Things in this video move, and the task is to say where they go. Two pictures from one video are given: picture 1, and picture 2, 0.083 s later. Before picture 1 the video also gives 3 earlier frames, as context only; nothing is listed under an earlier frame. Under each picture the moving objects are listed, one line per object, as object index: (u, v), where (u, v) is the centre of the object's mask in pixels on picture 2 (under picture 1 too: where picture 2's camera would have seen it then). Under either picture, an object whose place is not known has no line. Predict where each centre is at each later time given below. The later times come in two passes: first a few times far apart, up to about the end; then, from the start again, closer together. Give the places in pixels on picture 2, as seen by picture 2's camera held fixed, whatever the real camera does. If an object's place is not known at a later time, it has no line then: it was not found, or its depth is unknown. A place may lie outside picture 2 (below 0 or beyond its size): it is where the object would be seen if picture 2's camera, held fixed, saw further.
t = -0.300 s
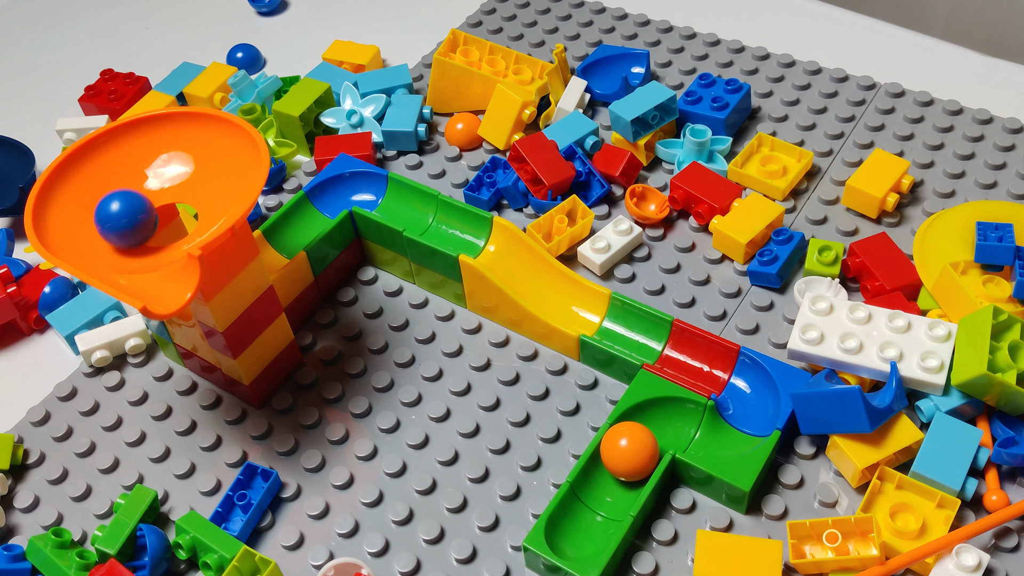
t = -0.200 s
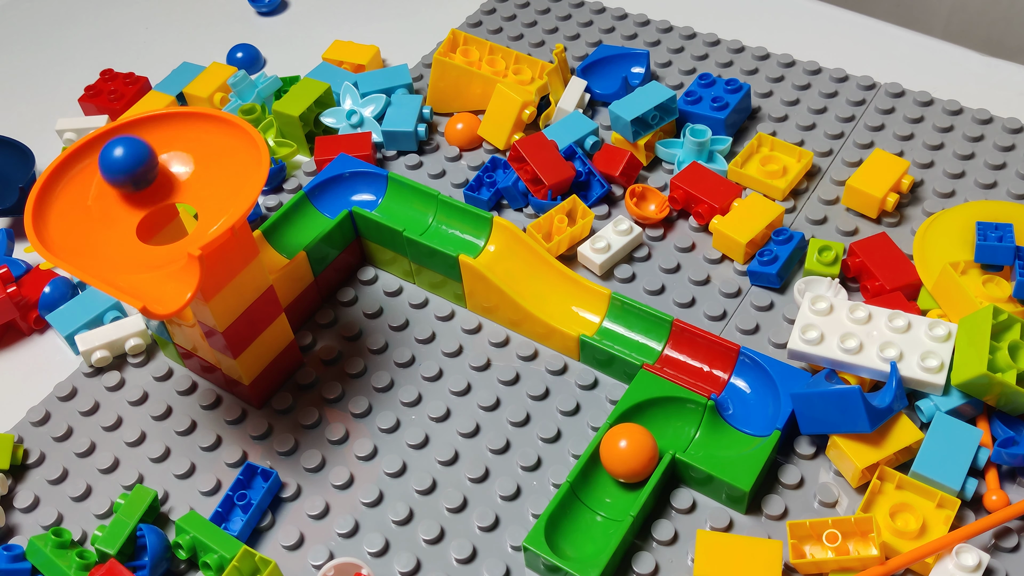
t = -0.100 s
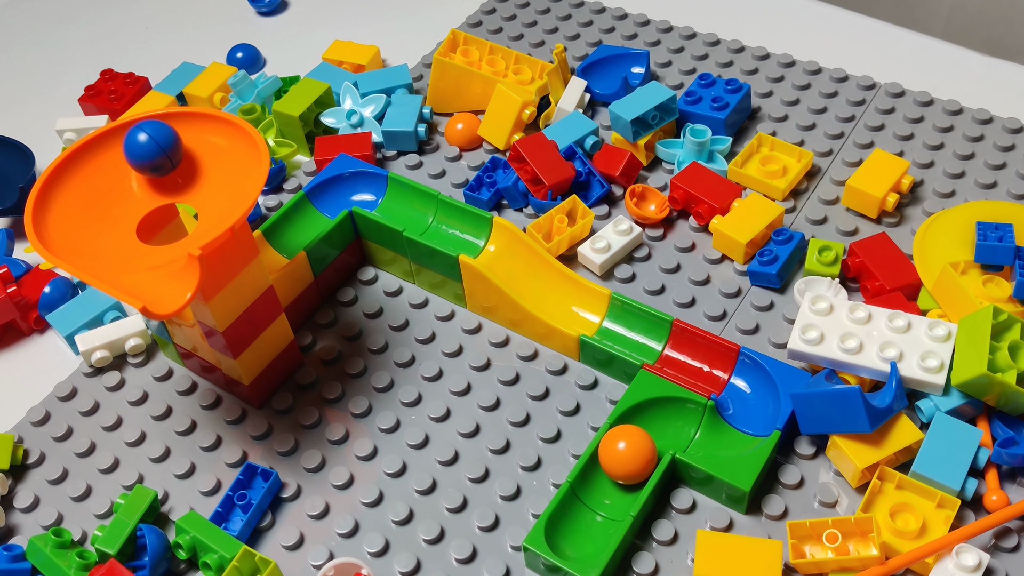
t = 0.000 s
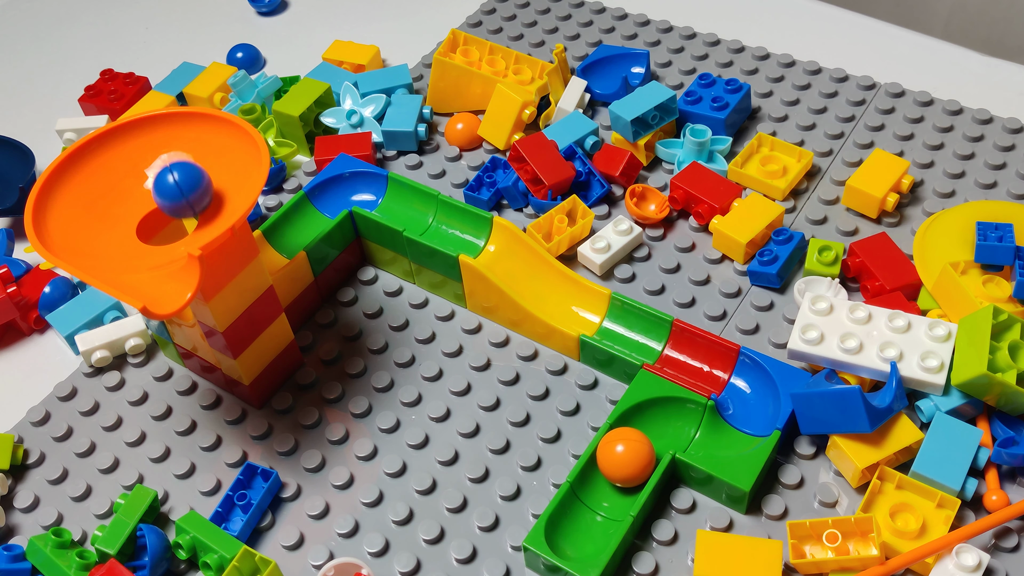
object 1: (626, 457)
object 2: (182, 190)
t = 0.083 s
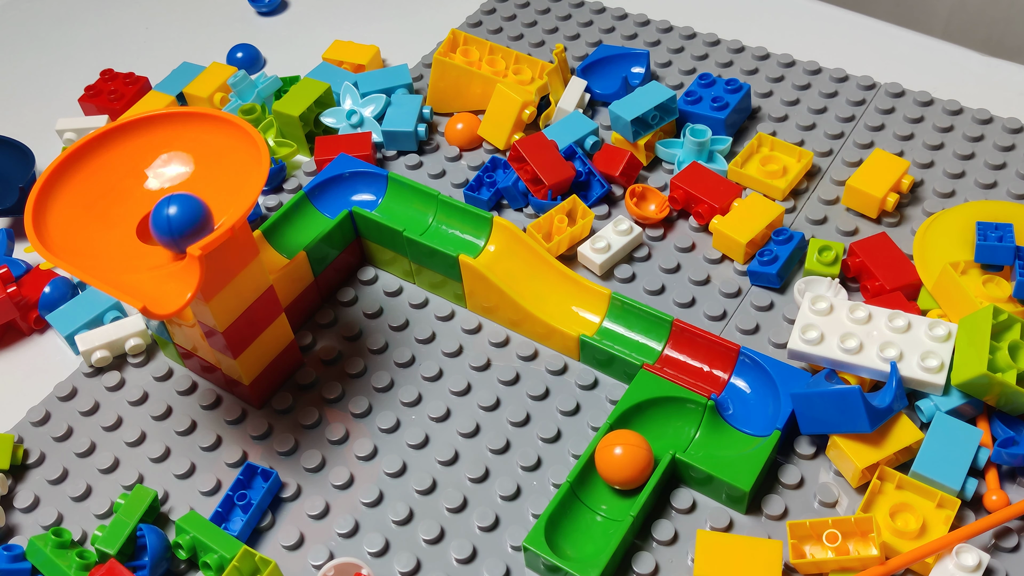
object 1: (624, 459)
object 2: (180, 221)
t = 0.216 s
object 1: (622, 463)
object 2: (144, 235)
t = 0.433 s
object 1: (624, 460)
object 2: (129, 158)
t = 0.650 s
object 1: (622, 463)
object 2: (193, 211)
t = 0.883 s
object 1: (624, 461)
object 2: (127, 209)
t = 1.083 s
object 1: (623, 462)
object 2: (145, 171)
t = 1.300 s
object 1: (622, 463)
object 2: (187, 217)
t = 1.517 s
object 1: (623, 462)
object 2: (133, 195)
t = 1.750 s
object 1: (623, 461)
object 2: (170, 186)
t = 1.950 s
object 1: (623, 462)
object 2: (127, 231)
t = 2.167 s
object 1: (623, 462)
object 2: (162, 192)
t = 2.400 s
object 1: (623, 462)
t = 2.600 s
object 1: (623, 462)
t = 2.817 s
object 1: (623, 462)
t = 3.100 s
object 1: (623, 462)
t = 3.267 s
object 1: (623, 462)
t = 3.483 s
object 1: (623, 462)
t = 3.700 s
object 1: (623, 462)
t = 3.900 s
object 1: (623, 462)
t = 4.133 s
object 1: (613, 478)
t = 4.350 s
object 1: (597, 502)
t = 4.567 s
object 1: (587, 517)
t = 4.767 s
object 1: (583, 524)
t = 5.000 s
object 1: (583, 524)
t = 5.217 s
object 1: (586, 520)
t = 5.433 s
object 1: (590, 513)
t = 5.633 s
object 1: (595, 505)
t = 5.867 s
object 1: (603, 493)
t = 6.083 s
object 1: (610, 483)
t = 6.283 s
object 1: (612, 479)
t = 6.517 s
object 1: (610, 482)
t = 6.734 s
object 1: (607, 487)
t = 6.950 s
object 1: (602, 494)
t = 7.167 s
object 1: (602, 494)
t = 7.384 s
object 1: (602, 495)
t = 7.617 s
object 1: (602, 495)
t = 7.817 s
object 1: (601, 496)
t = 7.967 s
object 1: (601, 496)
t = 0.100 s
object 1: (624, 460)
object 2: (177, 225)
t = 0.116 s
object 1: (624, 460)
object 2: (173, 228)
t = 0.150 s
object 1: (623, 461)
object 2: (164, 233)
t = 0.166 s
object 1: (623, 462)
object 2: (159, 235)
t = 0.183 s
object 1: (623, 462)
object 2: (154, 236)
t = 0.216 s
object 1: (622, 463)
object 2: (144, 235)
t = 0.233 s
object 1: (622, 463)
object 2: (140, 232)
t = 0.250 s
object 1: (622, 463)
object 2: (136, 228)
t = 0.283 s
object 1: (622, 463)
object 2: (129, 216)
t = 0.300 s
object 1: (622, 463)
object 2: (126, 209)
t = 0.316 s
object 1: (622, 463)
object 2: (123, 202)
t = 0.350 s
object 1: (623, 462)
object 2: (120, 186)
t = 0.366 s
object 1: (623, 461)
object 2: (119, 178)
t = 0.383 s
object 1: (624, 461)
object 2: (120, 171)
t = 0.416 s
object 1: (624, 461)
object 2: (125, 161)
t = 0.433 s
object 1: (624, 460)
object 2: (129, 158)
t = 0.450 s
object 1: (624, 460)
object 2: (134, 157)
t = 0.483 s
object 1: (624, 460)
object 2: (146, 160)
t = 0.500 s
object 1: (624, 461)
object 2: (153, 163)
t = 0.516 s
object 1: (624, 461)
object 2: (160, 168)
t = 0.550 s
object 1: (623, 461)
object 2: (172, 179)
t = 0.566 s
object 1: (623, 462)
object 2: (177, 185)
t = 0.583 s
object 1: (623, 462)
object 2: (182, 191)
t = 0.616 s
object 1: (622, 463)
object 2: (190, 203)
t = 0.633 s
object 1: (622, 463)
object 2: (192, 208)
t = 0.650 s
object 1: (622, 463)
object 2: (193, 211)
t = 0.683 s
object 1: (622, 463)
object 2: (190, 216)
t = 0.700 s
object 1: (622, 463)
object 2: (187, 218)
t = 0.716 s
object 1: (622, 463)
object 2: (184, 220)
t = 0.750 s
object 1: (623, 462)
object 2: (175, 226)
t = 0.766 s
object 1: (623, 462)
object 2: (170, 228)
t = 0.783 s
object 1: (623, 461)
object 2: (165, 228)
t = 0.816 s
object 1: (624, 461)
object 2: (151, 226)
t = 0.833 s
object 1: (624, 461)
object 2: (144, 223)
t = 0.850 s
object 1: (624, 461)
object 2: (138, 219)
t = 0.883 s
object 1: (624, 461)
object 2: (127, 209)
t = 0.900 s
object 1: (623, 461)
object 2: (123, 204)
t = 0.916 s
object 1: (623, 462)
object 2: (119, 197)
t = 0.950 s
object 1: (623, 462)
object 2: (115, 185)
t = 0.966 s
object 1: (622, 463)
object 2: (114, 179)
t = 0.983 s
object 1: (622, 463)
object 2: (115, 174)
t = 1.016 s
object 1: (622, 463)
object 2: (121, 168)
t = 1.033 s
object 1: (622, 463)
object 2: (125, 167)
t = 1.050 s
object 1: (622, 462)
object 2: (131, 167)
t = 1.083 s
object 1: (623, 462)
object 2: (145, 171)
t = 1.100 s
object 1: (623, 462)
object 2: (152, 173)
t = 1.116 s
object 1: (623, 461)
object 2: (159, 177)
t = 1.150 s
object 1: (624, 461)
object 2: (172, 184)
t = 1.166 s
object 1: (624, 461)
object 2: (178, 189)
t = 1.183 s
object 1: (624, 461)
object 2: (183, 194)
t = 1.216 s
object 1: (623, 461)
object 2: (190, 203)
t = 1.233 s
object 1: (623, 462)
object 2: (192, 207)
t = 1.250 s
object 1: (623, 462)
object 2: (193, 210)
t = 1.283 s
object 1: (623, 462)
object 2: (190, 215)
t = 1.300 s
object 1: (622, 463)
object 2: (187, 217)
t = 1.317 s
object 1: (622, 463)
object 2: (184, 219)
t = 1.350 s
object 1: (623, 462)
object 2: (176, 224)
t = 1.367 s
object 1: (623, 462)
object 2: (171, 225)
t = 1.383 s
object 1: (623, 462)
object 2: (166, 226)
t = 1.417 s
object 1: (623, 462)
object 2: (154, 223)
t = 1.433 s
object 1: (623, 461)
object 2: (148, 220)
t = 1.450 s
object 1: (624, 461)
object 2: (142, 218)
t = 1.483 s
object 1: (624, 461)
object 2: (135, 208)
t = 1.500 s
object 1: (623, 461)
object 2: (133, 201)
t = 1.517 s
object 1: (623, 462)
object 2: (133, 195)
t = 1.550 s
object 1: (623, 462)
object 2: (132, 182)
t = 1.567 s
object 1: (623, 462)
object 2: (133, 177)
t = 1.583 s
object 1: (623, 462)
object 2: (134, 171)
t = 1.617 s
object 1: (623, 462)
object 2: (139, 165)
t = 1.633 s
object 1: (623, 462)
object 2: (142, 163)
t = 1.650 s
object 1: (623, 462)
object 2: (145, 163)
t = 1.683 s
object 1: (623, 462)
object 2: (154, 168)
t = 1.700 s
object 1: (623, 462)
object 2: (158, 172)
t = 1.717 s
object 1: (623, 461)
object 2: (162, 176)
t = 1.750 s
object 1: (623, 461)
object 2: (170, 186)
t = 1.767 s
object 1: (624, 461)
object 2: (173, 193)
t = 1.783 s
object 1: (623, 462)
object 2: (174, 200)
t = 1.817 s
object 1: (623, 462)
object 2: (167, 212)
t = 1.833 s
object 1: (623, 462)
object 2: (161, 217)
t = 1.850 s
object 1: (623, 462)
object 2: (155, 220)
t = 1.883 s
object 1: (623, 462)
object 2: (144, 226)
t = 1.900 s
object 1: (623, 462)
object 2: (139, 229)
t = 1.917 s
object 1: (623, 462)
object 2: (135, 230)
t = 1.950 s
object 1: (623, 462)
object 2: (127, 231)
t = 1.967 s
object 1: (623, 462)
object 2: (125, 231)
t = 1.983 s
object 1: (623, 461)
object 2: (123, 230)
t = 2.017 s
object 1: (624, 461)
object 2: (123, 226)
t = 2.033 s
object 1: (623, 461)
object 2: (124, 223)
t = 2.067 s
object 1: (623, 462)
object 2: (128, 215)
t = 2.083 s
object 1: (623, 462)
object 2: (131, 211)
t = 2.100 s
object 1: (623, 462)
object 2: (134, 207)
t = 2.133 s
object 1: (623, 462)
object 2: (147, 198)
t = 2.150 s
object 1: (623, 462)
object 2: (154, 194)
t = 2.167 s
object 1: (623, 462)
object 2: (162, 192)
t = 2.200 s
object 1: (623, 462)
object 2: (175, 191)
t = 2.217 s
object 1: (623, 462)
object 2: (179, 193)
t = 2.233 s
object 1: (623, 462)
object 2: (183, 194)
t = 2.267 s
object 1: (623, 462)
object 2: (188, 197)
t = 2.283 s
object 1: (623, 462)
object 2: (189, 199)
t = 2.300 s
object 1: (623, 462)
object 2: (190, 201)
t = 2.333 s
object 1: (623, 462)
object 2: (189, 205)
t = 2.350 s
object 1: (623, 462)
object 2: (187, 207)
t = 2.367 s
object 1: (623, 462)
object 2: (185, 210)
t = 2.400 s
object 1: (623, 462)
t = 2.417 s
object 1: (623, 462)
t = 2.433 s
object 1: (623, 462)
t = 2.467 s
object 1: (623, 462)
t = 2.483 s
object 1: (623, 462)
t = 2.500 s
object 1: (623, 462)
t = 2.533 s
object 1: (623, 462)
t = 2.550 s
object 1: (623, 462)
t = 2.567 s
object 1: (623, 462)
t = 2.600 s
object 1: (623, 462)
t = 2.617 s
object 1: (623, 462)
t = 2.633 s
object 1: (623, 462)
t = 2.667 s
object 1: (623, 462)
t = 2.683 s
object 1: (623, 462)
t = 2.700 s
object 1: (623, 462)
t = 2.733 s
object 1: (623, 462)
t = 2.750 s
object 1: (623, 462)
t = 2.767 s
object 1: (623, 462)
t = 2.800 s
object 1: (623, 462)
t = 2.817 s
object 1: (623, 462)
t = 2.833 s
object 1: (623, 462)
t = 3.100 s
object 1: (623, 462)
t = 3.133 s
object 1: (623, 462)
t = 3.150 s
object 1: (623, 462)
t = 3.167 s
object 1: (623, 462)
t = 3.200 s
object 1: (623, 462)
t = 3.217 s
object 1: (623, 462)
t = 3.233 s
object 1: (623, 462)
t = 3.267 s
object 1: (623, 462)
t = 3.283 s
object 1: (623, 462)
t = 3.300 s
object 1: (623, 462)
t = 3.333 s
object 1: (623, 462)
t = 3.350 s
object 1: (623, 462)
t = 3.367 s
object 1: (623, 462)
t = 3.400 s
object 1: (623, 462)
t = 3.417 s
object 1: (623, 462)
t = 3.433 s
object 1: (623, 462)
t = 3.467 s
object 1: (623, 462)
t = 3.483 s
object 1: (623, 462)
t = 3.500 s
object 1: (623, 462)
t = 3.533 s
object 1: (623, 462)
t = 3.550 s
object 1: (623, 462)
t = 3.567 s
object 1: (623, 462)
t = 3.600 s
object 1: (623, 462)
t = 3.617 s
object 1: (623, 462)
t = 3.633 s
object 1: (623, 462)
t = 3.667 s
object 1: (623, 462)
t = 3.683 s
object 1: (623, 462)
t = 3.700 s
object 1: (623, 462)
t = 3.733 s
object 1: (623, 462)
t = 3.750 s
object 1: (623, 462)
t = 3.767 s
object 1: (623, 462)
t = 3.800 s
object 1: (623, 462)
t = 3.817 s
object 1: (623, 462)
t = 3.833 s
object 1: (623, 462)
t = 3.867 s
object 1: (623, 462)
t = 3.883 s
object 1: (623, 462)
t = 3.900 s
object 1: (623, 462)
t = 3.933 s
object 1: (623, 462)
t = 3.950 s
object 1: (623, 462)
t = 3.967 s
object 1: (623, 462)
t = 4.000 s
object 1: (621, 464)
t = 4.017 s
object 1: (620, 465)
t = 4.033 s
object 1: (619, 467)
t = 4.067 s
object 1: (617, 470)
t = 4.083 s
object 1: (616, 472)
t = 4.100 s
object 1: (615, 474)
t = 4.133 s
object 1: (613, 478)
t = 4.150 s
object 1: (612, 479)
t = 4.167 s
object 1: (610, 481)
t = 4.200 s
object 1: (608, 485)
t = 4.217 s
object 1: (607, 487)
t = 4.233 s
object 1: (605, 489)
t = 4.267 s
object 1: (603, 493)
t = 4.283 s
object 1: (602, 495)
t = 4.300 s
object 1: (600, 497)
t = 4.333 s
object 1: (599, 501)
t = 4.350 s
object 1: (597, 502)
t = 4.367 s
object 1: (596, 503)
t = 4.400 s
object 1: (595, 506)
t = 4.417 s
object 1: (594, 507)
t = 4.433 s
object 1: (593, 508)
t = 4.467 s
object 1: (591, 511)
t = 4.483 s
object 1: (591, 512)
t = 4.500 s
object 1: (590, 513)
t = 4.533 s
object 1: (588, 516)
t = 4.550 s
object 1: (588, 517)
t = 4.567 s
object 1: (587, 517)
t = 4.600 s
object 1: (586, 519)
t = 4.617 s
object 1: (586, 520)
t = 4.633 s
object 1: (586, 520)
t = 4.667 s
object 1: (584, 521)
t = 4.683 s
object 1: (584, 522)
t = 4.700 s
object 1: (584, 522)
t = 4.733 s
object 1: (584, 523)
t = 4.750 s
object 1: (583, 523)
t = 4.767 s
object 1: (583, 524)
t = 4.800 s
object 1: (582, 525)
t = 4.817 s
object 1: (582, 525)
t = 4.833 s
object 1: (582, 525)
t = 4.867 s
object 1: (582, 526)
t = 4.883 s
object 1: (582, 526)
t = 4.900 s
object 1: (582, 526)
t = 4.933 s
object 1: (582, 525)
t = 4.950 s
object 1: (582, 525)
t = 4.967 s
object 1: (583, 524)
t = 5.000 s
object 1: (583, 524)
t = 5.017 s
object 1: (583, 523)
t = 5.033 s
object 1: (583, 523)
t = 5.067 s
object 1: (584, 522)
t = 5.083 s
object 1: (584, 522)
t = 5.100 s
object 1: (584, 522)
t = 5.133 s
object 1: (584, 521)
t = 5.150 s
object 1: (585, 521)
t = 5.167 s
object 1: (585, 521)
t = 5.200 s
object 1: (585, 520)
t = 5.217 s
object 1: (586, 520)
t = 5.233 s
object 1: (586, 519)
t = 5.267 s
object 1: (586, 519)
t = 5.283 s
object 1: (587, 518)
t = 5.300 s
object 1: (587, 518)
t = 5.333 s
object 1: (588, 517)
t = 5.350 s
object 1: (588, 517)
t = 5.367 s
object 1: (588, 516)
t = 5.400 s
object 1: (589, 515)
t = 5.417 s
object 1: (589, 514)
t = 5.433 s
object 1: (590, 513)
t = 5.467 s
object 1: (591, 512)
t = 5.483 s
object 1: (591, 511)
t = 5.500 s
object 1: (592, 510)
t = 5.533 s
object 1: (593, 509)
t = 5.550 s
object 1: (593, 508)
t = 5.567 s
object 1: (593, 508)
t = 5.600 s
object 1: (594, 507)
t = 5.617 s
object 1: (594, 506)
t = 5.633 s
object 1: (595, 505)
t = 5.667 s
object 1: (595, 505)
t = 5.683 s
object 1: (596, 504)
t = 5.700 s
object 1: (596, 504)
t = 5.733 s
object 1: (597, 502)
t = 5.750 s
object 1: (598, 502)
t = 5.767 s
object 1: (598, 501)
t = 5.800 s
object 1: (599, 499)
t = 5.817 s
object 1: (600, 497)
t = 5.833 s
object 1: (601, 496)
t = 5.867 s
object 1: (603, 493)
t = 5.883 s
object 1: (604, 492)
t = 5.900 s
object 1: (604, 491)
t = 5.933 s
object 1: (606, 489)
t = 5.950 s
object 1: (606, 488)
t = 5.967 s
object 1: (606, 487)
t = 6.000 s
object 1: (608, 486)
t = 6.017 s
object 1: (608, 485)
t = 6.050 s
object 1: (609, 484)
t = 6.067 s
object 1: (609, 483)
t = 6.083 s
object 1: (610, 483)
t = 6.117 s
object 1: (611, 482)
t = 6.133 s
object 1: (611, 482)
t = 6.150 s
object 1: (611, 481)
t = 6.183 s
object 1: (611, 480)
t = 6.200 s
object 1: (612, 480)
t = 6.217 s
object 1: (612, 479)
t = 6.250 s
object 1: (612, 479)
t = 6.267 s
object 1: (612, 479)
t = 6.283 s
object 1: (612, 479)
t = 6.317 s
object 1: (612, 480)
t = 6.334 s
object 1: (611, 480)
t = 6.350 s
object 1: (611, 481)
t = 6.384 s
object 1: (611, 481)
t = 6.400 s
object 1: (611, 481)
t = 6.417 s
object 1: (611, 482)
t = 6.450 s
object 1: (611, 482)
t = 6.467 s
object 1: (611, 482)
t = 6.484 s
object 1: (611, 482)
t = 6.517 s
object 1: (610, 482)
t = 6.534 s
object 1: (610, 483)
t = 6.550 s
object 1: (610, 483)
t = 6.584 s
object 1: (610, 483)
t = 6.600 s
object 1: (609, 484)
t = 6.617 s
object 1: (609, 484)
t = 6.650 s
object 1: (608, 485)
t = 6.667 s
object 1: (608, 485)
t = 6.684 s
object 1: (608, 486)
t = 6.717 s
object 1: (607, 487)
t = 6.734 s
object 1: (607, 487)
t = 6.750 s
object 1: (607, 487)
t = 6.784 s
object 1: (606, 488)
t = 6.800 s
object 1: (606, 488)
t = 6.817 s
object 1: (606, 489)
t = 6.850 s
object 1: (605, 490)
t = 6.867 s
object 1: (605, 491)
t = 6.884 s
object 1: (604, 491)
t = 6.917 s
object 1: (603, 493)
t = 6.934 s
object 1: (603, 494)
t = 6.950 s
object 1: (602, 494)
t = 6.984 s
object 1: (601, 496)
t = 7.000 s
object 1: (600, 497)
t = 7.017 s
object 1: (600, 498)
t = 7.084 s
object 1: (600, 498)
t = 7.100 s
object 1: (600, 497)
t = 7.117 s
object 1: (601, 496)
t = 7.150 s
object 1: (602, 495)
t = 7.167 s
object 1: (602, 494)
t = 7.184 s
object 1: (603, 494)
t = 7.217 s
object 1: (603, 493)
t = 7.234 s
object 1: (603, 493)
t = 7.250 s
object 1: (603, 492)
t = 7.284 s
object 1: (603, 493)
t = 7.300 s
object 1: (603, 493)
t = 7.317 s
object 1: (603, 493)
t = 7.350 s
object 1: (603, 494)
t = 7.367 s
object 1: (602, 494)
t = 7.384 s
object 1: (602, 495)
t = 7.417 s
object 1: (601, 496)
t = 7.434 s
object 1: (601, 497)
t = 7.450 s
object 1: (600, 498)
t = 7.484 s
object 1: (600, 498)
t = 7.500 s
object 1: (600, 498)
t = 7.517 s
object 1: (600, 498)
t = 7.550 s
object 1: (601, 496)
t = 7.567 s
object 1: (601, 496)
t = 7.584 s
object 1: (602, 495)
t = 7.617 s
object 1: (602, 495)
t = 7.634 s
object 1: (602, 494)
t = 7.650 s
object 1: (602, 494)
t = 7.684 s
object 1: (602, 494)
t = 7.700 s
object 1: (602, 494)
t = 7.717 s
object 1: (602, 494)
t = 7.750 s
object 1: (602, 495)
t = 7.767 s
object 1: (602, 495)
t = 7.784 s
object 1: (601, 496)
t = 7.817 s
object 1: (601, 496)
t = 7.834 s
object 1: (601, 497)
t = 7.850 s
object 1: (600, 497)
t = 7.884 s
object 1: (600, 498)
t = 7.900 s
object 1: (600, 498)
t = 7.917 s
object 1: (600, 498)
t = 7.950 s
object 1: (601, 497)
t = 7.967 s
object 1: (601, 496)
